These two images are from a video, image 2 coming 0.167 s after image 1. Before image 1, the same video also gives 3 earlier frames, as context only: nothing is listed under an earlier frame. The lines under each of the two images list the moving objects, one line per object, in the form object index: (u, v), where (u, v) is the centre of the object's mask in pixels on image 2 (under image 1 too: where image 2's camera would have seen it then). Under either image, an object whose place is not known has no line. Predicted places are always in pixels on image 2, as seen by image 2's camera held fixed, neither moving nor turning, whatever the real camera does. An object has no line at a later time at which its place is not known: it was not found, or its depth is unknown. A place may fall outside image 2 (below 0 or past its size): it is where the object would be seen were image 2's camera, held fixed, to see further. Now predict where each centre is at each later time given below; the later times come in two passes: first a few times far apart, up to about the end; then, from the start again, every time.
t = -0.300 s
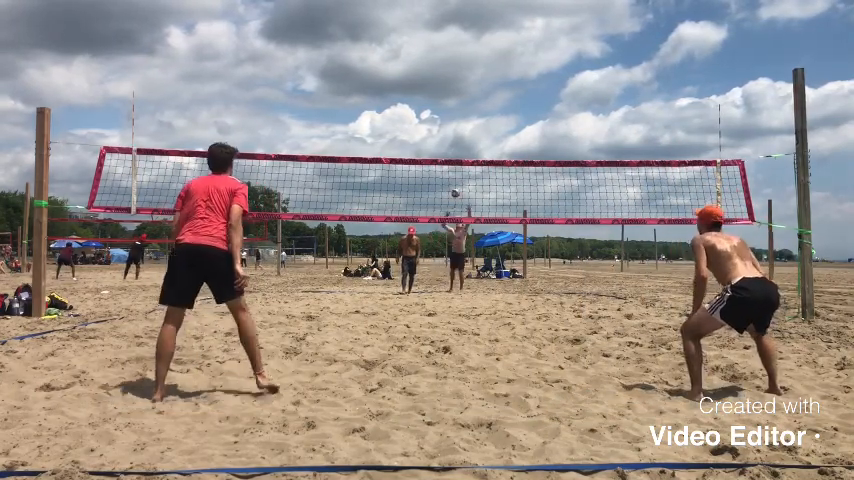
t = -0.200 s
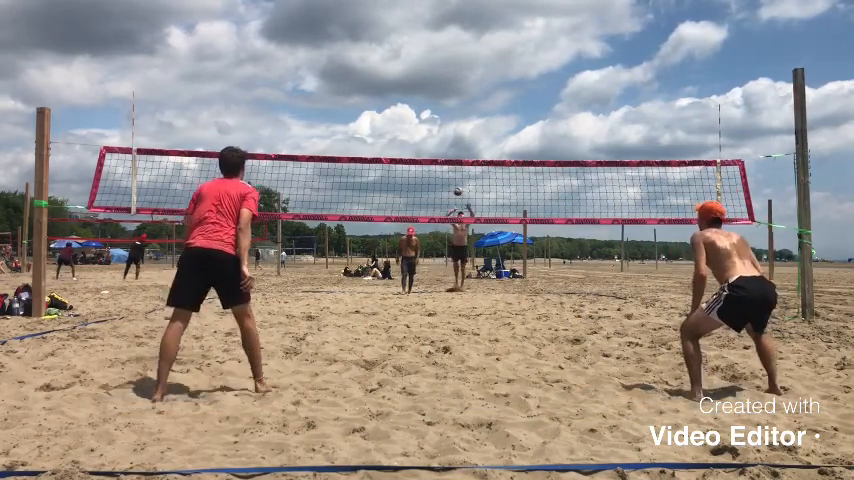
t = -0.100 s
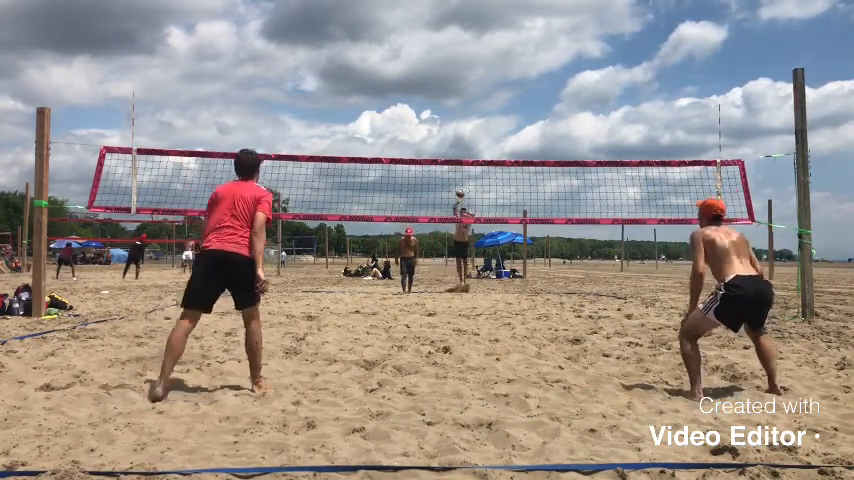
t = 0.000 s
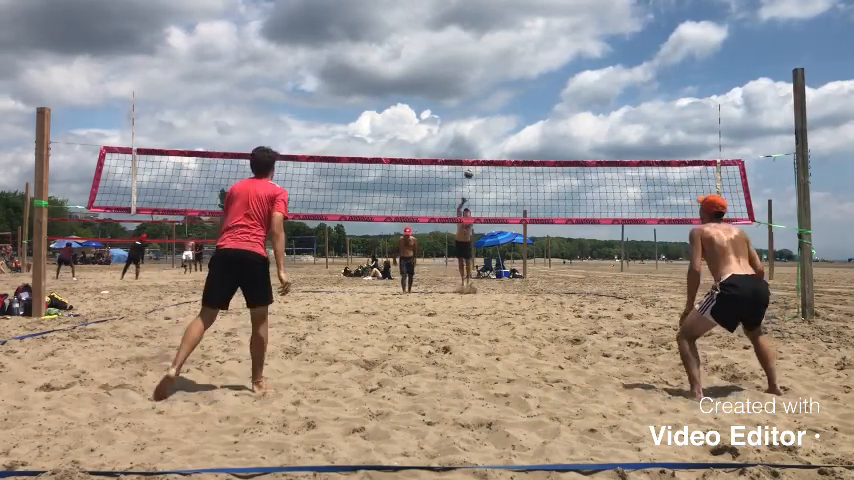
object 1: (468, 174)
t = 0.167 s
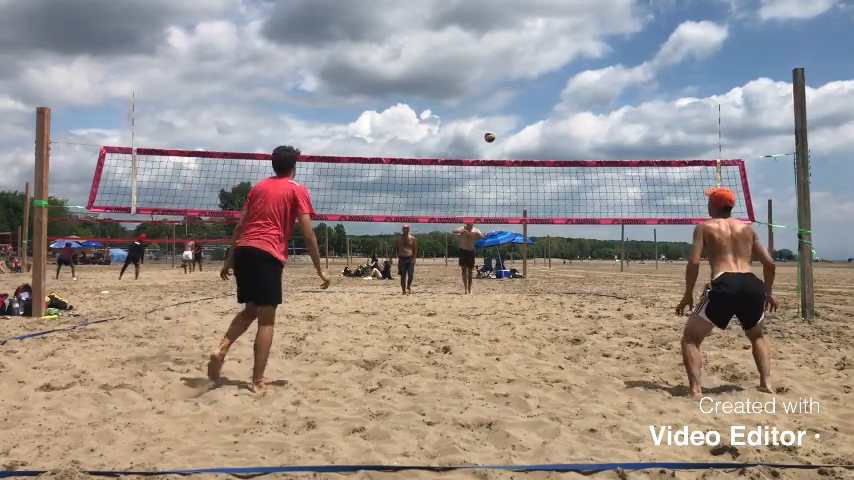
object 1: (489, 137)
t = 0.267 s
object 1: (506, 117)
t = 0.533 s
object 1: (572, 75)
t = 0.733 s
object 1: (647, 56)
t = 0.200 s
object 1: (494, 130)
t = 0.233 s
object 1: (500, 124)
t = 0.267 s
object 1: (506, 117)
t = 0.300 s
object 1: (512, 111)
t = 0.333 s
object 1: (519, 105)
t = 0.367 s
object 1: (527, 99)
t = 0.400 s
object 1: (535, 94)
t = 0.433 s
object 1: (543, 89)
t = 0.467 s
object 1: (552, 83)
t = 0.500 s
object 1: (562, 79)
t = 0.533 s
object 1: (572, 75)
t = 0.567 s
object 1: (583, 71)
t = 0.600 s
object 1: (594, 67)
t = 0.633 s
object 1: (606, 64)
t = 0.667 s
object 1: (619, 60)
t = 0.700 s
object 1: (632, 58)
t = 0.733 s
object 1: (647, 56)
